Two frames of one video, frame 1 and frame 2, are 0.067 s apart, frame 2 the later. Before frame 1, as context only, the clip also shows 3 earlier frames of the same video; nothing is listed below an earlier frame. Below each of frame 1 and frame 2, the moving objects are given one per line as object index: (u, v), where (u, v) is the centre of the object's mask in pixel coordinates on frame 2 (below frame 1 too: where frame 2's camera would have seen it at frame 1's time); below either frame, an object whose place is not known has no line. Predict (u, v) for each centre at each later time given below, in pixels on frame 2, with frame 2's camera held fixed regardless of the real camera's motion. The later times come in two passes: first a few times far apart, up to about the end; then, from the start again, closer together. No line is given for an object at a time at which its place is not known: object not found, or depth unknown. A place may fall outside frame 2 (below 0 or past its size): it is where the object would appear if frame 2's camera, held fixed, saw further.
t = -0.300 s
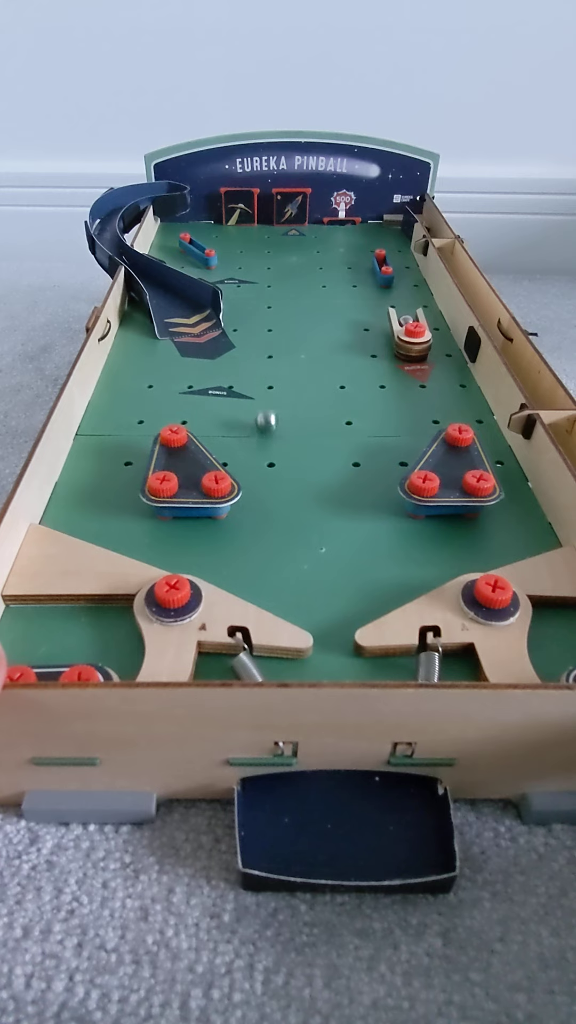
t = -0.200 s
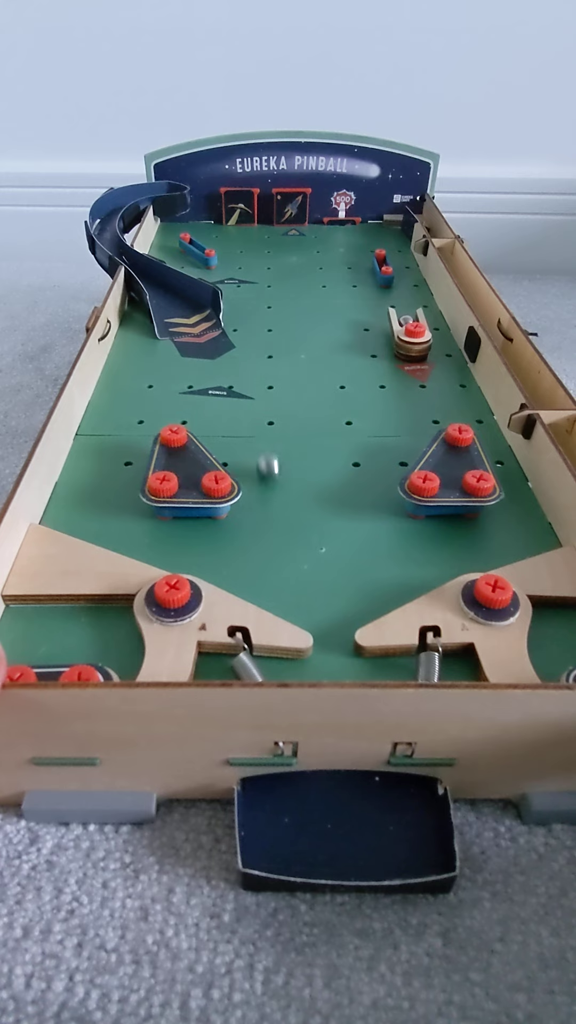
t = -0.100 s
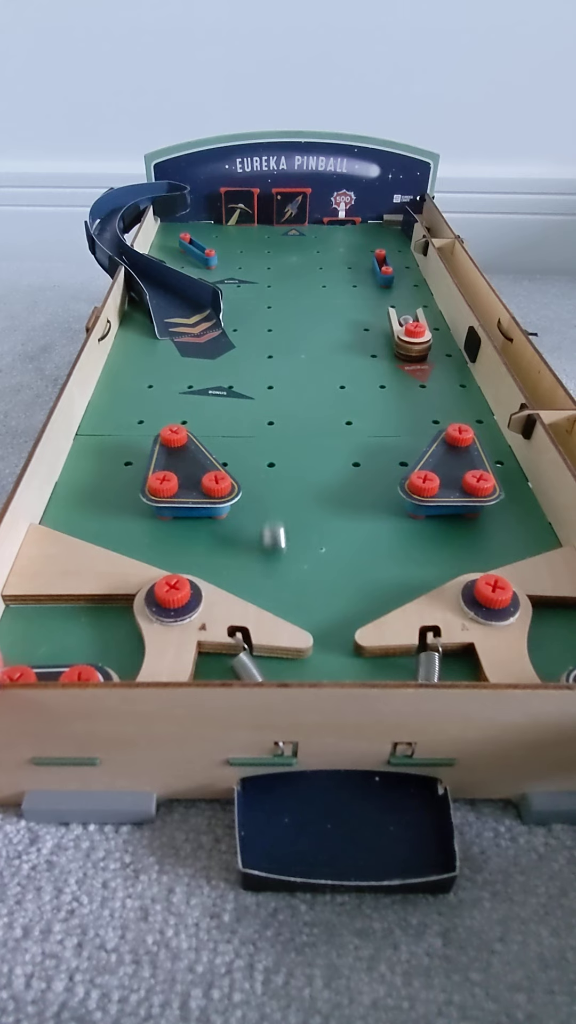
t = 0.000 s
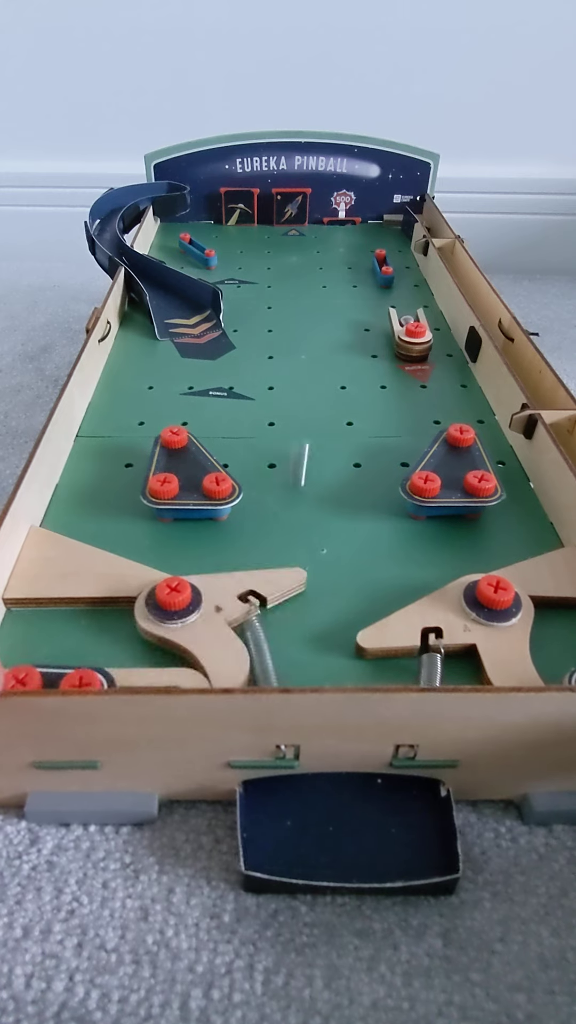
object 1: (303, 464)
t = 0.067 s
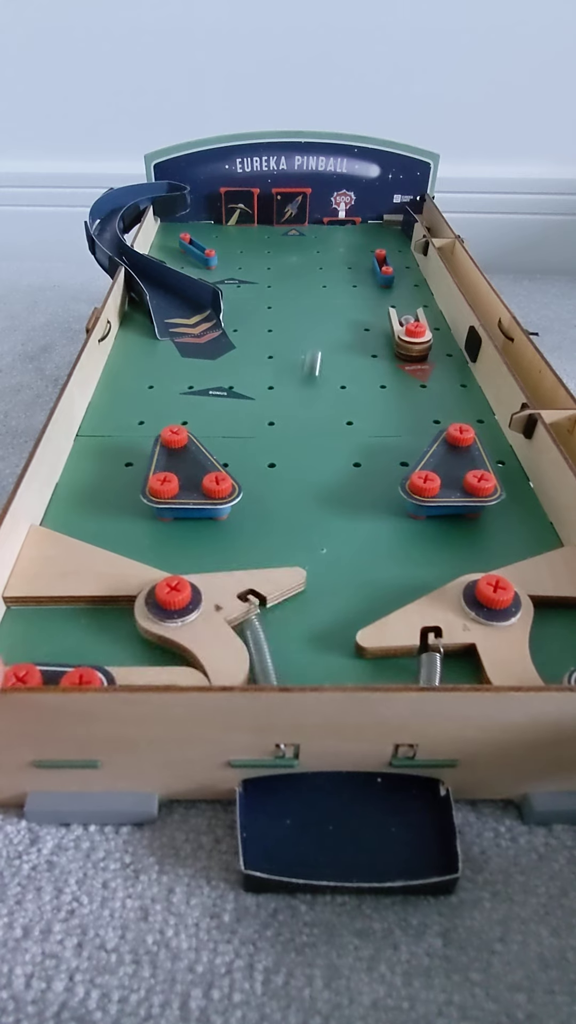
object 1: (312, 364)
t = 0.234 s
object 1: (333, 255)
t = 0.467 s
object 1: (350, 228)
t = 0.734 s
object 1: (372, 250)
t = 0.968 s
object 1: (365, 245)
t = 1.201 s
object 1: (358, 263)
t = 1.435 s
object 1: (350, 309)
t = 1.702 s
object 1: (337, 448)
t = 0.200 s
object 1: (330, 269)
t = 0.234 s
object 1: (333, 255)
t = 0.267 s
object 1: (336, 243)
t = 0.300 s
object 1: (338, 231)
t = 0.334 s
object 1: (341, 219)
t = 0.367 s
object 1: (343, 217)
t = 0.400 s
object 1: (345, 223)
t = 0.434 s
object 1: (347, 226)
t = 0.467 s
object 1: (350, 228)
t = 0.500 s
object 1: (351, 230)
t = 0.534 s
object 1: (355, 233)
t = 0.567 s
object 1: (357, 236)
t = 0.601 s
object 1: (361, 239)
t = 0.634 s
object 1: (364, 243)
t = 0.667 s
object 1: (368, 247)
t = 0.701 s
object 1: (370, 250)
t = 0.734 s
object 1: (372, 250)
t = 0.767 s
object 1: (371, 248)
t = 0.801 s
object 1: (370, 247)
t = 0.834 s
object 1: (369, 247)
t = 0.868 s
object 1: (368, 246)
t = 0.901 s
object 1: (367, 246)
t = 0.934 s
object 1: (366, 246)
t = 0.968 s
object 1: (365, 245)
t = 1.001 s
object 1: (363, 247)
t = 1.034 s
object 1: (363, 248)
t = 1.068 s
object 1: (362, 250)
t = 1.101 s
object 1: (361, 252)
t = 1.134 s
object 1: (360, 255)
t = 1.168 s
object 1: (359, 259)
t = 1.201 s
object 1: (358, 263)
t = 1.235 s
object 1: (358, 267)
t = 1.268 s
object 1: (357, 272)
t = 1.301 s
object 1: (356, 278)
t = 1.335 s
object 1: (355, 284)
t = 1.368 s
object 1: (353, 292)
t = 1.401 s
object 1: (351, 300)
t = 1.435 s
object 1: (350, 309)
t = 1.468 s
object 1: (348, 320)
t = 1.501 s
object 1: (346, 333)
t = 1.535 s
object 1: (345, 346)
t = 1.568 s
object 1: (343, 361)
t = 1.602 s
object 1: (341, 379)
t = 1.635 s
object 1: (340, 398)
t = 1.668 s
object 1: (338, 422)
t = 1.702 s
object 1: (337, 448)
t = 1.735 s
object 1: (336, 479)
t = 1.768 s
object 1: (334, 513)
